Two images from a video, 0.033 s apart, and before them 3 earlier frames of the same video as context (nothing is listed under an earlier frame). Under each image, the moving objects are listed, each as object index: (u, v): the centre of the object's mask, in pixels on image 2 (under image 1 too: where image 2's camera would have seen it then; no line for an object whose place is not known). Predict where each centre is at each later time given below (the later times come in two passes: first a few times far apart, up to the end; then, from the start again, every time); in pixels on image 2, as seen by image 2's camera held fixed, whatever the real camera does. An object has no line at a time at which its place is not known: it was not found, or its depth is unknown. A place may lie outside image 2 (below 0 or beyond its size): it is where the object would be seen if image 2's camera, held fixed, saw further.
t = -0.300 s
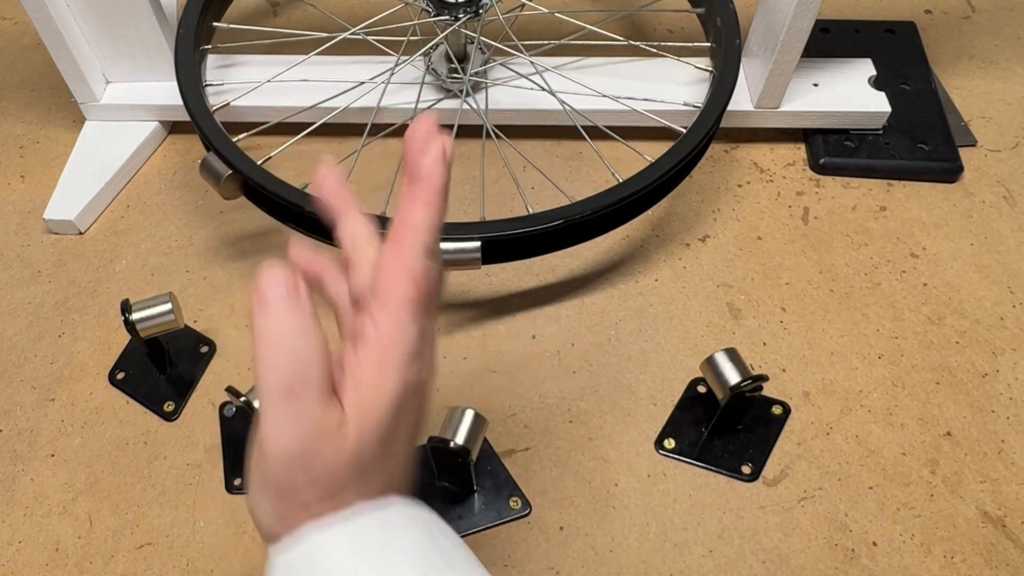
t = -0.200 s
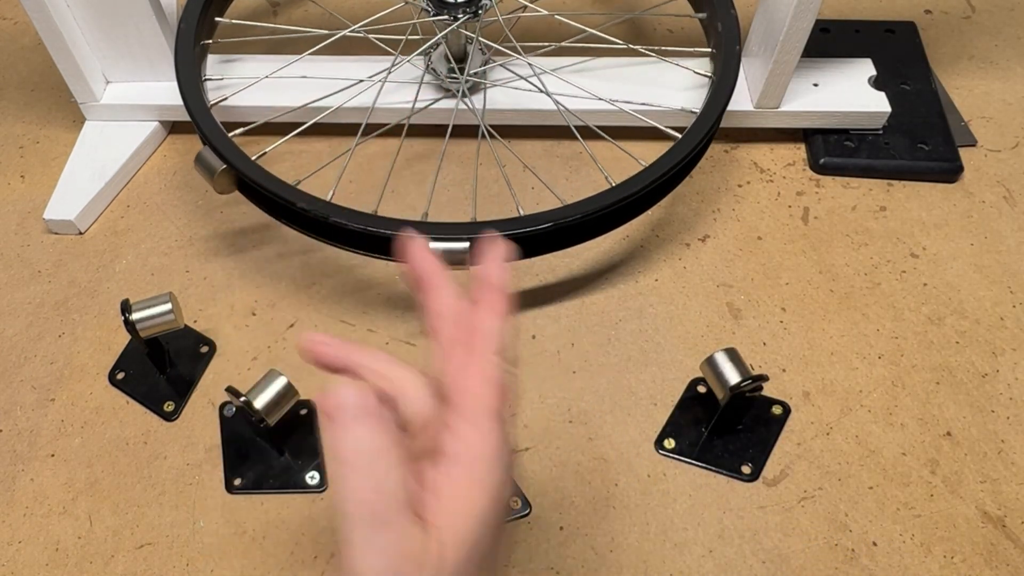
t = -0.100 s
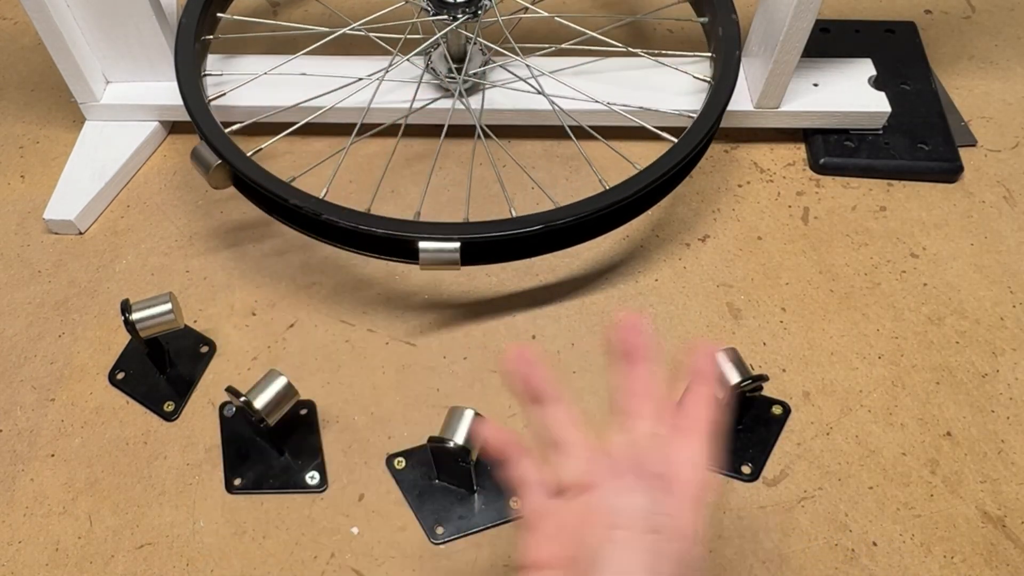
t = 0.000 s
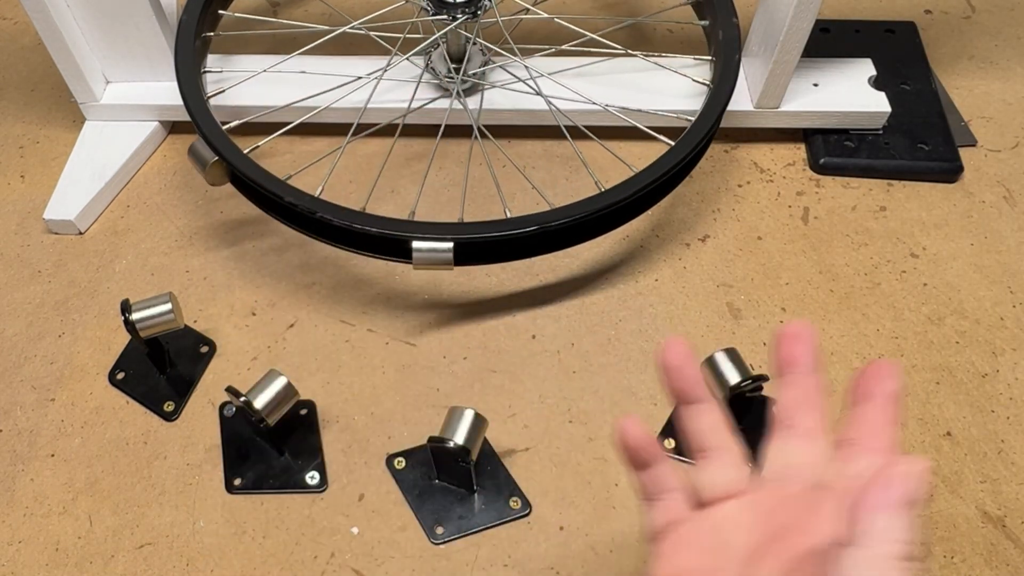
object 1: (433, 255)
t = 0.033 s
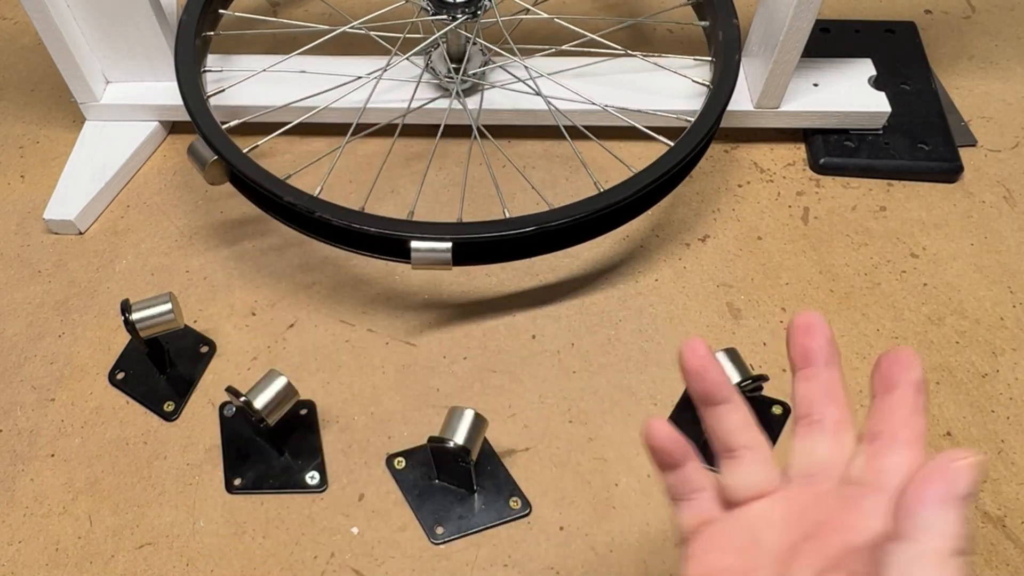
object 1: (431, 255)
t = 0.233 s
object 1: (431, 255)
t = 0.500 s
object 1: (453, 255)
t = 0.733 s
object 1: (477, 254)
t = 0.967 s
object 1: (486, 254)
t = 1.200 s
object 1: (473, 255)
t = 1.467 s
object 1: (445, 255)
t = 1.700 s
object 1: (431, 255)
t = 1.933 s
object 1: (437, 255)
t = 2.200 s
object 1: (462, 255)
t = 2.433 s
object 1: (482, 254)
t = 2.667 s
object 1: (483, 254)
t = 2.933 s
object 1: (460, 255)
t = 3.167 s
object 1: (439, 255)
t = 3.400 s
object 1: (432, 255)
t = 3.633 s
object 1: (444, 255)
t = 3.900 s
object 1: (471, 255)
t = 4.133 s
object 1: (484, 254)
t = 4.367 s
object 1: (476, 255)
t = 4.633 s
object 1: (451, 255)
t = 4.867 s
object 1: (435, 255)
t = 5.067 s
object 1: (435, 255)
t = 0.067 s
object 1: (430, 255)
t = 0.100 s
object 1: (430, 255)
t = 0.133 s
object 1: (430, 255)
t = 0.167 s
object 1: (430, 255)
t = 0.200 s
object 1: (431, 255)
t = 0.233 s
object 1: (431, 255)
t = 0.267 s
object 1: (433, 255)
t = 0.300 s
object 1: (435, 255)
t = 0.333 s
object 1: (437, 255)
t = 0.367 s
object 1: (440, 255)
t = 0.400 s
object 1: (443, 255)
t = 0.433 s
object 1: (446, 255)
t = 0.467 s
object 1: (449, 255)
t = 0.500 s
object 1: (453, 255)
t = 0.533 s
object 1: (457, 255)
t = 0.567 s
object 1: (460, 255)
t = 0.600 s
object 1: (464, 255)
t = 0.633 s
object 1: (468, 255)
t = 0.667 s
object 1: (471, 255)
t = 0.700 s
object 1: (474, 255)
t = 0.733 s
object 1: (477, 254)
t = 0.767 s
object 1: (480, 254)
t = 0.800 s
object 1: (482, 254)
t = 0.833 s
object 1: (484, 254)
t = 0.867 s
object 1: (485, 254)
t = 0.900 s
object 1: (486, 254)
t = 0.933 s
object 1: (486, 254)
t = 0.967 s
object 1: (486, 254)
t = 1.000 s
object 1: (486, 254)
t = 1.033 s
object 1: (485, 254)
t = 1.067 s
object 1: (483, 254)
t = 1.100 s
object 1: (481, 254)
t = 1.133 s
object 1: (478, 254)
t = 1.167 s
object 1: (476, 255)
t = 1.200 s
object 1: (473, 255)
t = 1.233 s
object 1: (469, 255)
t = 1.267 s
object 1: (466, 255)
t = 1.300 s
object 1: (462, 255)
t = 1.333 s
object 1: (459, 255)
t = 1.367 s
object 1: (455, 255)
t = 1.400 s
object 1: (451, 255)
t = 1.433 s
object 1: (448, 255)
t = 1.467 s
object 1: (445, 255)
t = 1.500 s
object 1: (442, 255)
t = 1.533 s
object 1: (439, 255)
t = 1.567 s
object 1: (437, 255)
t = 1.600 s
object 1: (435, 255)
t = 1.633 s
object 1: (433, 255)
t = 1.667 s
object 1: (432, 255)
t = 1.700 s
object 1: (431, 255)
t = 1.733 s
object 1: (431, 255)
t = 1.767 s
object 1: (431, 255)
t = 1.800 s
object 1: (431, 255)
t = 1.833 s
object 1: (432, 255)
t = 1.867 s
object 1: (433, 255)
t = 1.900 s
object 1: (435, 255)
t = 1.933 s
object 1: (437, 255)
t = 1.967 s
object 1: (439, 255)
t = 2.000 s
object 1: (442, 255)
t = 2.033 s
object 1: (445, 255)
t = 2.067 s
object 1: (448, 255)
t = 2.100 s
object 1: (451, 255)
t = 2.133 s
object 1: (455, 255)
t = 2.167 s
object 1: (459, 255)
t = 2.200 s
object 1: (462, 255)
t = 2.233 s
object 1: (466, 255)
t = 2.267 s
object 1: (469, 255)
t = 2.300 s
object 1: (472, 255)
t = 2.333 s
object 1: (475, 254)
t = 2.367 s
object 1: (478, 254)
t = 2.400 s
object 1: (480, 254)
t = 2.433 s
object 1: (482, 254)
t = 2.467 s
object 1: (484, 254)
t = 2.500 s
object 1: (485, 254)
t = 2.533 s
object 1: (485, 254)
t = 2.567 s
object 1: (485, 254)
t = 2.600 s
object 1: (485, 254)
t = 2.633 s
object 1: (484, 254)
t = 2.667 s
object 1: (483, 254)
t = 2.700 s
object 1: (481, 254)
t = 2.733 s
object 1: (479, 254)
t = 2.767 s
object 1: (476, 254)
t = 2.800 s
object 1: (473, 255)
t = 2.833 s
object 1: (471, 255)
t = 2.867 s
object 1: (467, 255)
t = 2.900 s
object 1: (464, 255)
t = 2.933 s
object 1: (460, 255)
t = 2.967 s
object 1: (457, 255)
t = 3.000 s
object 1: (453, 255)
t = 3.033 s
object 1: (450, 255)
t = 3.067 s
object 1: (447, 255)
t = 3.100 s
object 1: (444, 255)
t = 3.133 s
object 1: (441, 255)
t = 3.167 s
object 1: (439, 255)
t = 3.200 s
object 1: (437, 255)
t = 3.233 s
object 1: (435, 255)
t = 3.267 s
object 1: (433, 255)
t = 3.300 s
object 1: (433, 255)
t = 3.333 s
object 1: (432, 255)
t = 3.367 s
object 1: (432, 255)
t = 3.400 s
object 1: (432, 255)
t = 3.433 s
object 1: (433, 255)
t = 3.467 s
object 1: (434, 255)
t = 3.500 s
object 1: (435, 255)
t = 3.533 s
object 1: (437, 255)
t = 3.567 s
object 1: (439, 255)
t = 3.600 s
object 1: (442, 255)
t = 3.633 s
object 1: (444, 255)
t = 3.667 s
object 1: (448, 255)
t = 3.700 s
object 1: (451, 255)
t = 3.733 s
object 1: (454, 255)
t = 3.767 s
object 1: (457, 255)
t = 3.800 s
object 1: (461, 255)
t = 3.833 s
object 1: (464, 255)
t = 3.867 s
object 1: (468, 255)
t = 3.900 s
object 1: (471, 255)
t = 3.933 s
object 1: (474, 255)
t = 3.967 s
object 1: (477, 254)
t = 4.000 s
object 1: (479, 254)
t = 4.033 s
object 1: (481, 254)
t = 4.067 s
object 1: (482, 254)
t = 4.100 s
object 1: (483, 254)
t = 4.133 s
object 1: (484, 254)
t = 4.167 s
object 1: (484, 254)
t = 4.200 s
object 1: (484, 254)
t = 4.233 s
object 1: (483, 254)
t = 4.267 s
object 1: (482, 254)
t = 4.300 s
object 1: (481, 254)
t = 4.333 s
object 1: (479, 254)
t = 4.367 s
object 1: (476, 255)
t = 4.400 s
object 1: (474, 255)
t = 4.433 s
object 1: (471, 255)
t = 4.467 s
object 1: (468, 255)
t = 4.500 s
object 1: (465, 255)
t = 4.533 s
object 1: (461, 255)
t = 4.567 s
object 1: (458, 255)
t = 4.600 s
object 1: (454, 255)
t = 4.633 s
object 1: (451, 255)
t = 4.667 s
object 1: (448, 255)
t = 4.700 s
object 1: (445, 255)
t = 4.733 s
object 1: (442, 255)
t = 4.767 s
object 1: (440, 255)
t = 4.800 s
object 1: (438, 255)
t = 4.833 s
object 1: (436, 255)
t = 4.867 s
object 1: (435, 255)
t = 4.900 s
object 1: (434, 255)
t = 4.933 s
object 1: (433, 255)
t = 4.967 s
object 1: (433, 255)
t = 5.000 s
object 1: (433, 255)
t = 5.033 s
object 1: (434, 255)
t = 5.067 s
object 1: (435, 255)
